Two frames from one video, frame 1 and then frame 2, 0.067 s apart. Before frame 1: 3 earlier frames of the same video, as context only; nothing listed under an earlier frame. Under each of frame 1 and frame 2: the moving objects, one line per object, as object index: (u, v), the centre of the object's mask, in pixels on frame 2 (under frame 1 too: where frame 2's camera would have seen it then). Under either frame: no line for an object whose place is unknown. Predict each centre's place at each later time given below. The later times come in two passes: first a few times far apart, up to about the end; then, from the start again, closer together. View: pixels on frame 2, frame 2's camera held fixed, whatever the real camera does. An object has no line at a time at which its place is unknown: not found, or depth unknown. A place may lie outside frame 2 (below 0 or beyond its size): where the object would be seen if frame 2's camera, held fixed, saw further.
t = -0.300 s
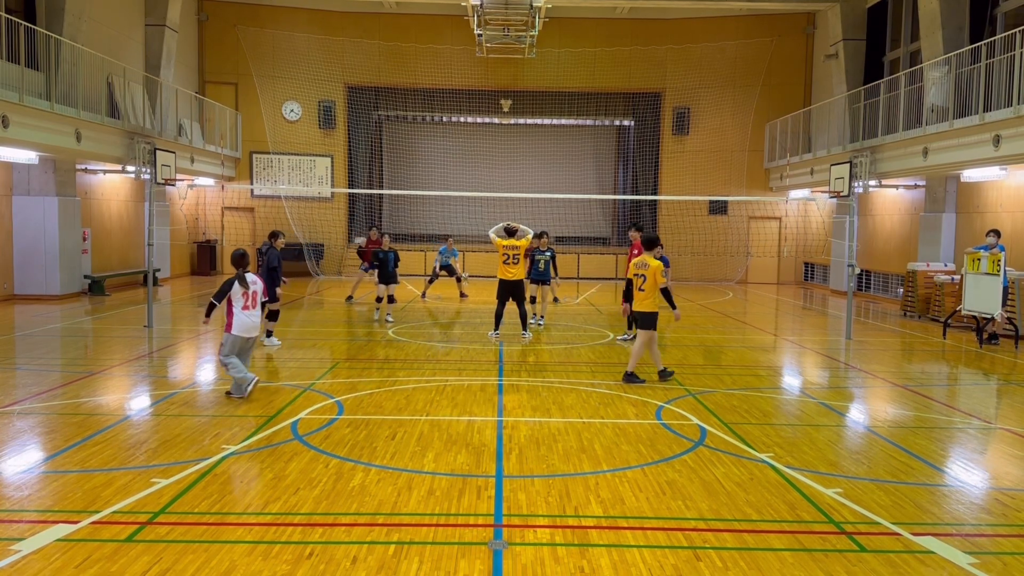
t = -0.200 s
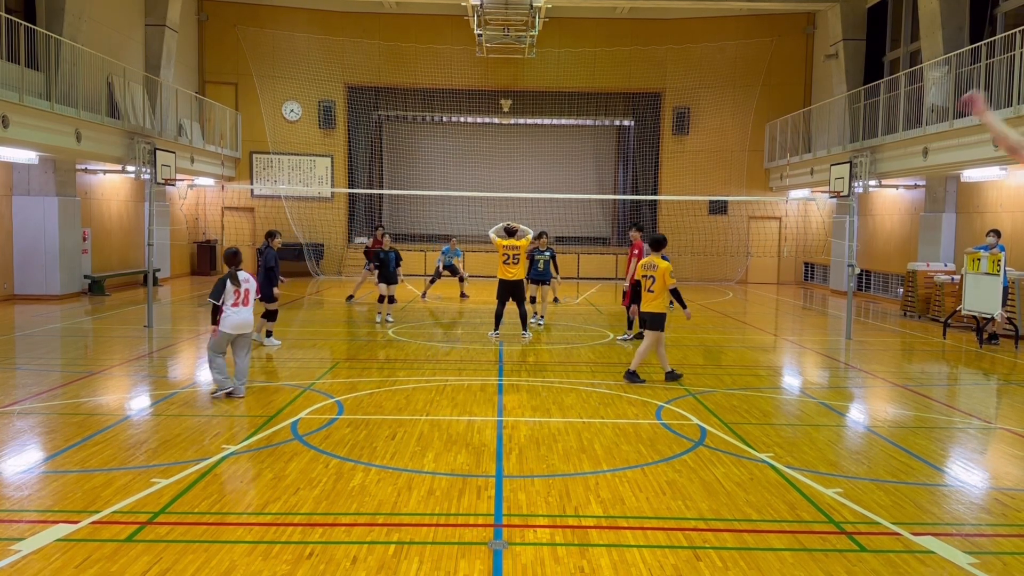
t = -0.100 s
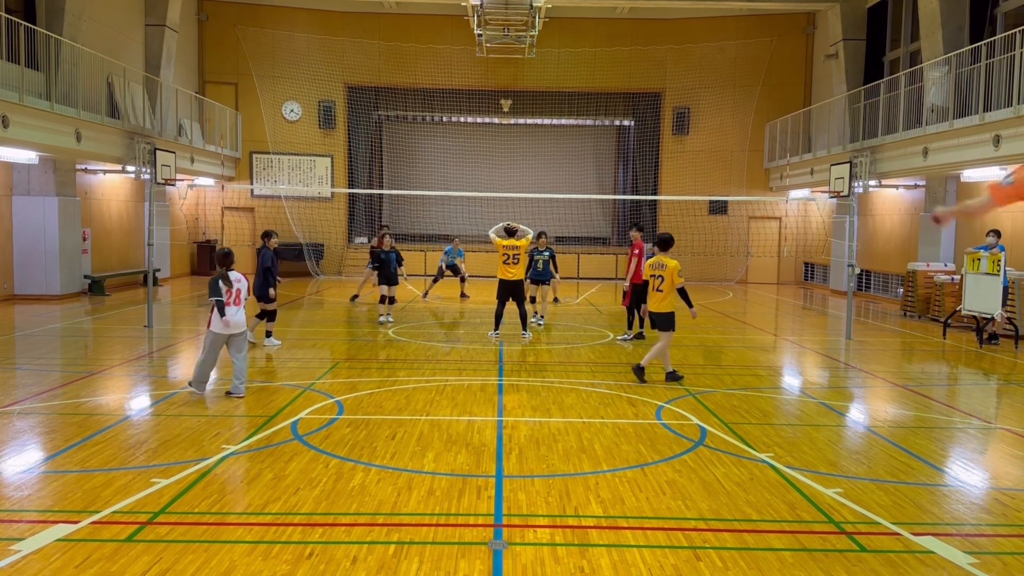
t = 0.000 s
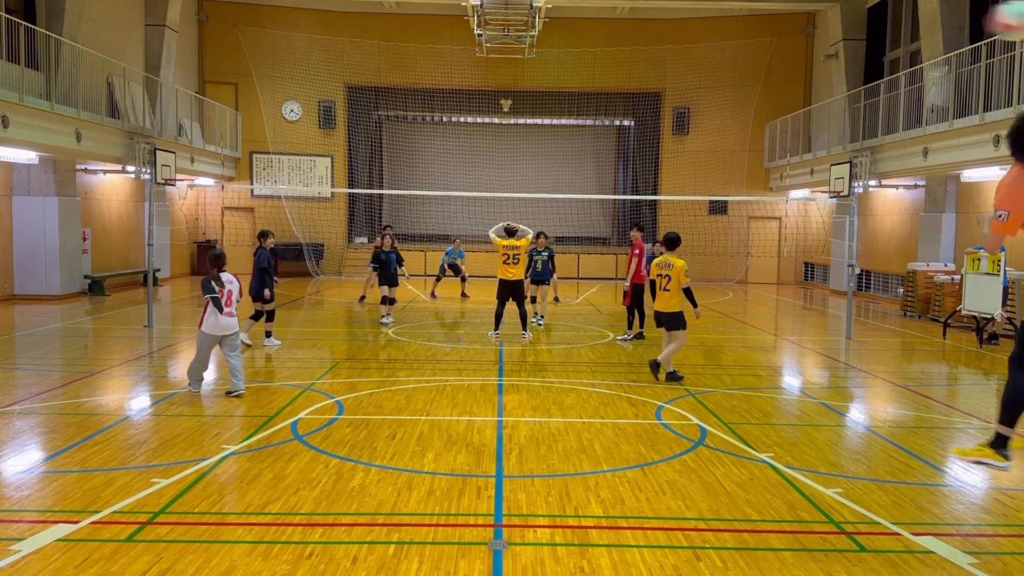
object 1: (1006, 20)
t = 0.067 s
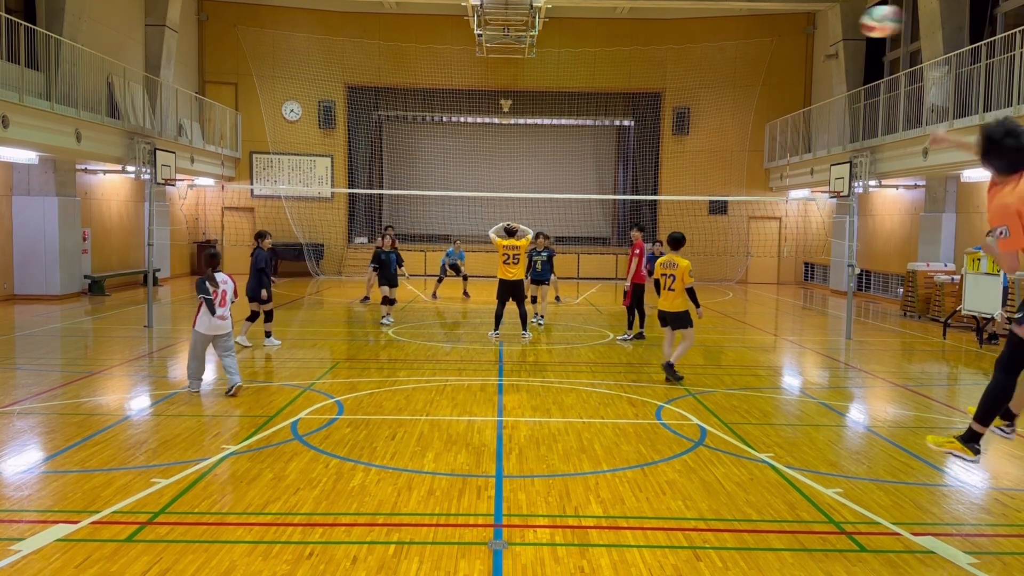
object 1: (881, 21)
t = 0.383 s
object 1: (629, 99)
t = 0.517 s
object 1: (584, 140)
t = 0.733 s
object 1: (534, 210)
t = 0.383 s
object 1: (629, 99)
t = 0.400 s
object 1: (623, 103)
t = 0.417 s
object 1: (616, 109)
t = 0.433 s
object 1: (610, 113)
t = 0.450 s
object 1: (605, 119)
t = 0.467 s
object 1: (600, 124)
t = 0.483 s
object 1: (594, 130)
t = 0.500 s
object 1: (589, 134)
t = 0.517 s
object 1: (584, 140)
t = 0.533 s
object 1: (579, 145)
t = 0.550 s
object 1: (575, 150)
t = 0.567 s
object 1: (570, 156)
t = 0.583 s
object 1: (566, 162)
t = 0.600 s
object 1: (562, 166)
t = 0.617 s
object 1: (558, 172)
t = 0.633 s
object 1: (554, 178)
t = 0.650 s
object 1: (552, 182)
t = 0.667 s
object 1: (548, 187)
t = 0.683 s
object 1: (544, 192)
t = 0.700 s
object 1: (542, 199)
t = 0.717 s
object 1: (539, 203)
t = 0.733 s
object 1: (534, 210)
